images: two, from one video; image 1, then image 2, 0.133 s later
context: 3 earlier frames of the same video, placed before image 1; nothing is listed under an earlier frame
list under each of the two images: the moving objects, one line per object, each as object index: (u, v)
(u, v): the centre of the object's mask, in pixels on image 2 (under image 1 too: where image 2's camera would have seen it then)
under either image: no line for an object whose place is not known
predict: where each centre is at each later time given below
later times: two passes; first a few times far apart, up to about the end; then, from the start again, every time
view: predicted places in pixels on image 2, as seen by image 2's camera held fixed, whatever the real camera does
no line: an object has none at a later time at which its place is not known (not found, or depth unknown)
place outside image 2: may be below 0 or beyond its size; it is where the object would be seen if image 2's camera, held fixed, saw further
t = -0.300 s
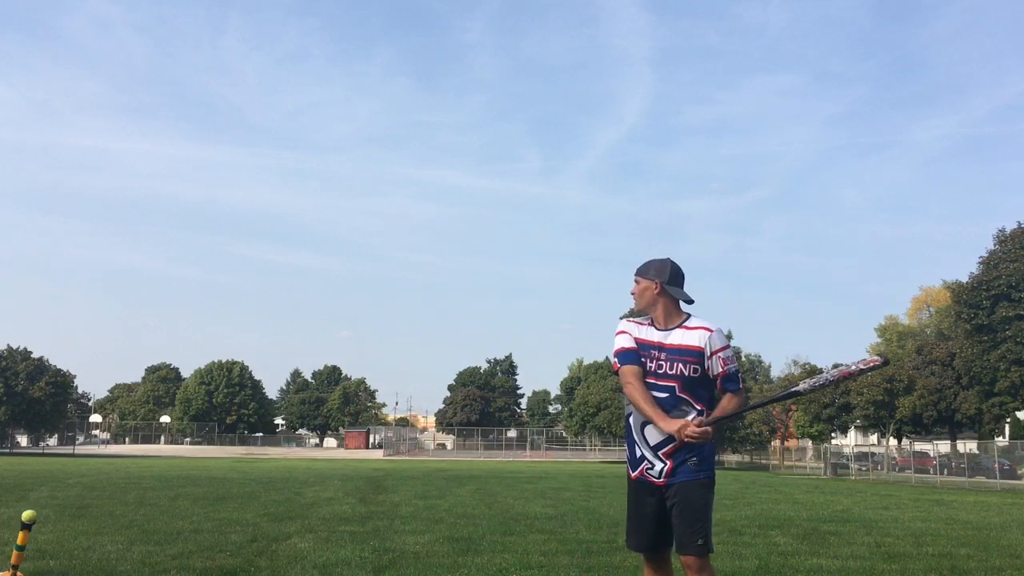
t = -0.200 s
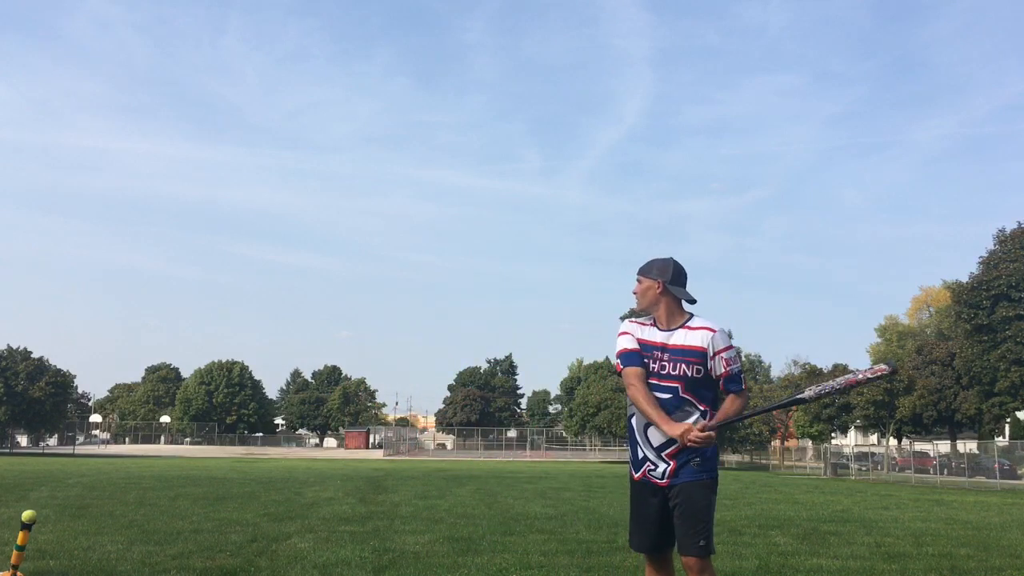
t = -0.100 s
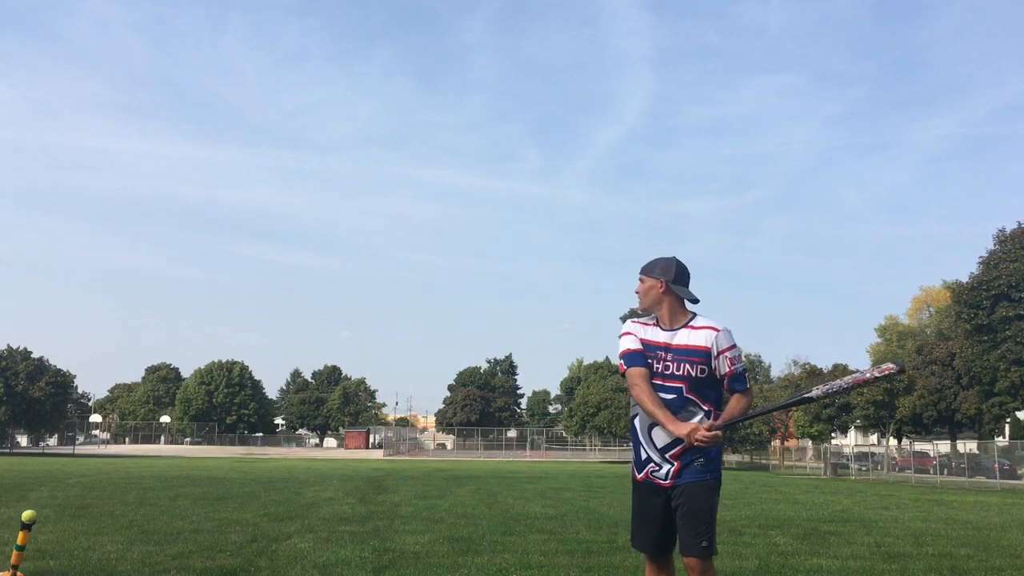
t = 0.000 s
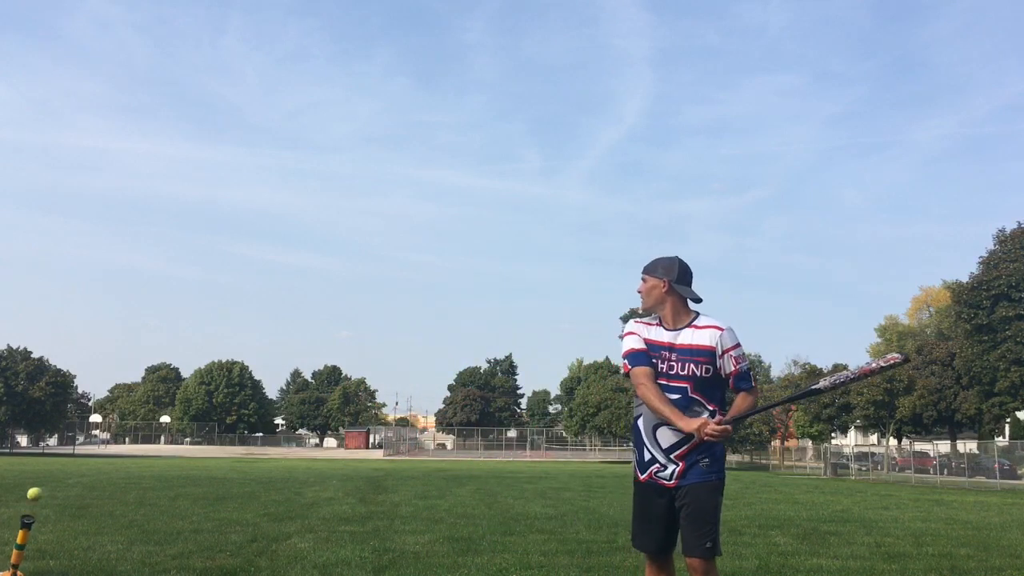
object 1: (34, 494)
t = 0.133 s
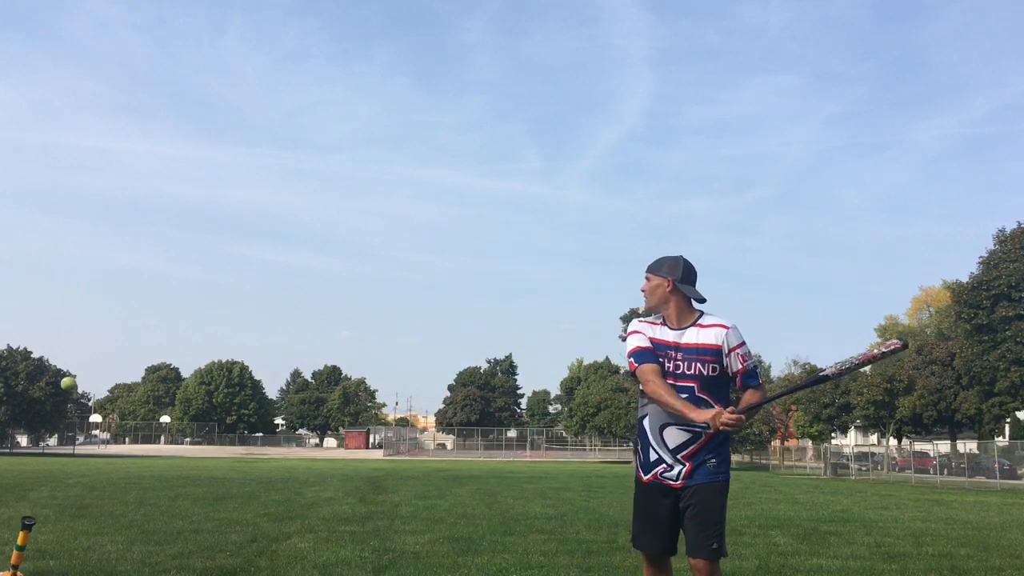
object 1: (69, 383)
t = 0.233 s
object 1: (93, 314)
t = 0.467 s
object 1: (150, 199)
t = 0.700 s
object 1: (210, 157)
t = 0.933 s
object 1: (274, 205)
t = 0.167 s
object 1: (77, 359)
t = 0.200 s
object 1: (85, 336)
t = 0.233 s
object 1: (93, 314)
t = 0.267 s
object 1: (102, 294)
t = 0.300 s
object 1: (110, 275)
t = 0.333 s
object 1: (118, 256)
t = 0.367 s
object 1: (126, 240)
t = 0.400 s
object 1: (134, 225)
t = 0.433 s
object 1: (142, 211)
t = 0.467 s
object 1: (150, 199)
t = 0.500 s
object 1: (159, 188)
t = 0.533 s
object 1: (167, 179)
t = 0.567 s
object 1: (175, 171)
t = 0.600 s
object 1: (184, 165)
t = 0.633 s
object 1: (193, 160)
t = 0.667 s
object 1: (201, 158)
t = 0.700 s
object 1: (210, 157)
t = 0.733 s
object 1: (218, 157)
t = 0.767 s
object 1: (227, 160)
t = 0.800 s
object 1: (236, 165)
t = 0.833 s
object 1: (245, 171)
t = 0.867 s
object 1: (255, 180)
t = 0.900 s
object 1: (264, 191)
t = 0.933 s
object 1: (274, 205)
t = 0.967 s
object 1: (283, 221)
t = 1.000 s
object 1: (293, 240)
